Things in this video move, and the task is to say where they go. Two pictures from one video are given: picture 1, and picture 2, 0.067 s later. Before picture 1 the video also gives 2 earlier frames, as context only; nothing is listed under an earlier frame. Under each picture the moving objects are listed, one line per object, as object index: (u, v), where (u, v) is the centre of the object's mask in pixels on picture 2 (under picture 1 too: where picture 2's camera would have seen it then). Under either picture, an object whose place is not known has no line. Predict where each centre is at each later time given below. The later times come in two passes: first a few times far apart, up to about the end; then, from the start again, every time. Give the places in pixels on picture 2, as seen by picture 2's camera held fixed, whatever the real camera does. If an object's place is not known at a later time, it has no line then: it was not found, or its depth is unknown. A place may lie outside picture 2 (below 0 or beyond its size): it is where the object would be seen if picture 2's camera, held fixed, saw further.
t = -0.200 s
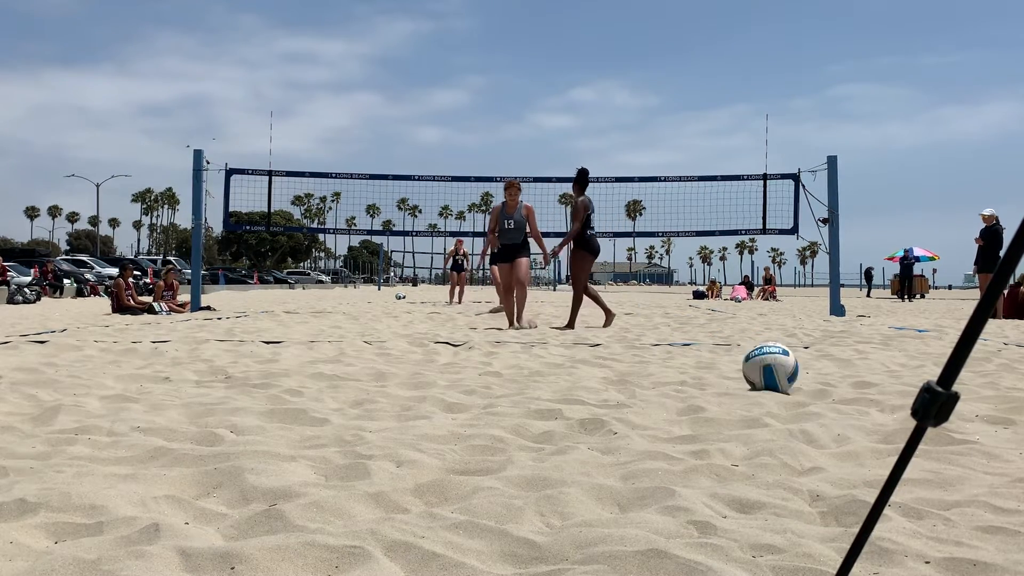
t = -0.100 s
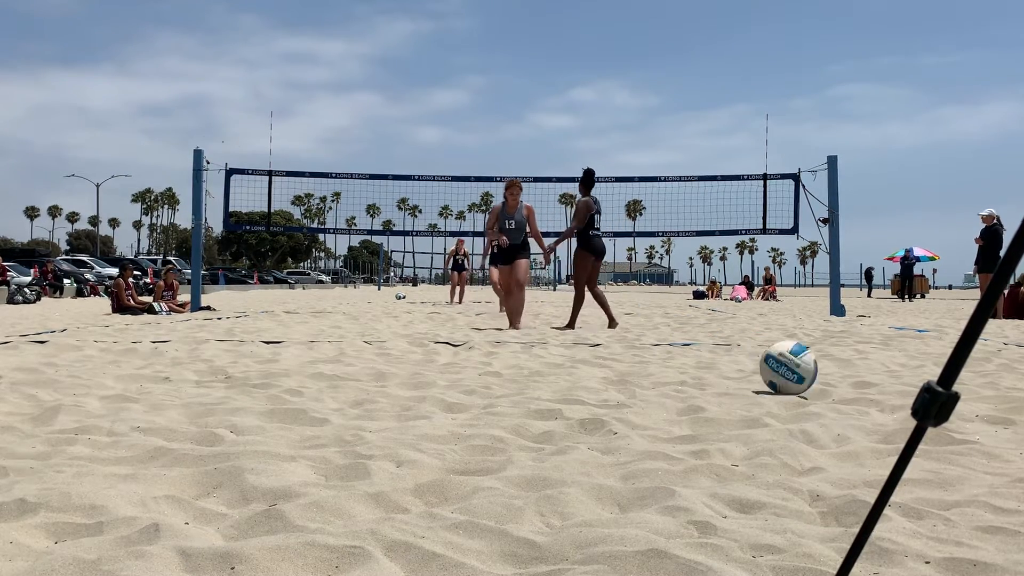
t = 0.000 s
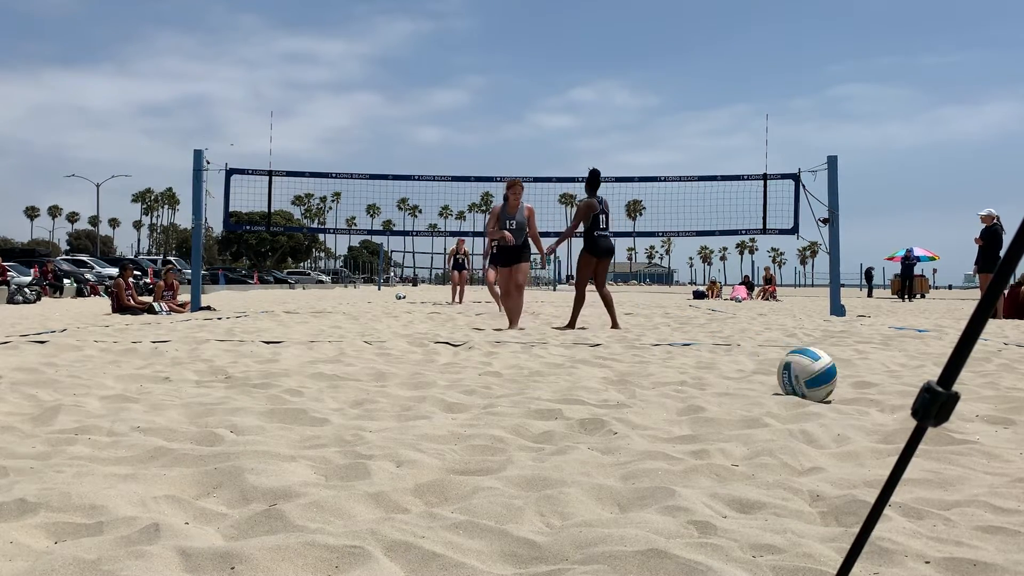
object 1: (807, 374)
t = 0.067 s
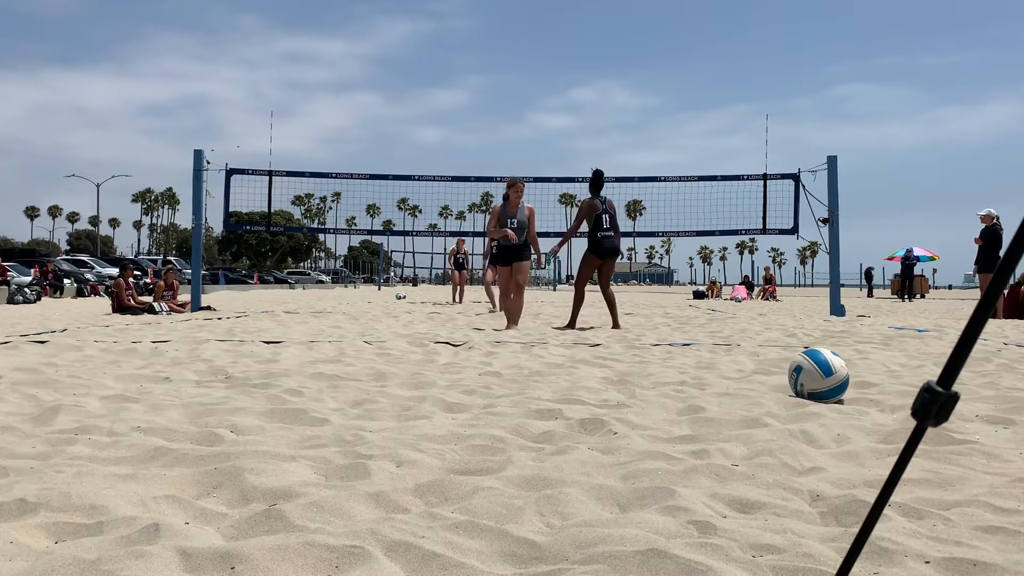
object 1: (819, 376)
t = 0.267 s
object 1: (846, 378)
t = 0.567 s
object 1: (884, 382)
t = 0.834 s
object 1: (895, 382)
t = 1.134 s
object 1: (886, 383)
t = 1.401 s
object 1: (890, 384)
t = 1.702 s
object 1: (890, 384)
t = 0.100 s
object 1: (824, 377)
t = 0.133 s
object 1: (828, 379)
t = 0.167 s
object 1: (833, 380)
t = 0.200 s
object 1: (837, 379)
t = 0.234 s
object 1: (842, 378)
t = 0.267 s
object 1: (846, 378)
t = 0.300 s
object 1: (851, 378)
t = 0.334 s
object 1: (855, 377)
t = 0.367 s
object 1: (859, 378)
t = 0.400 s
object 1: (863, 378)
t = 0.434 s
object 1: (867, 378)
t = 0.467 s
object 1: (871, 379)
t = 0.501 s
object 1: (875, 380)
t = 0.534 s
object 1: (880, 381)
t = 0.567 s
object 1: (884, 382)
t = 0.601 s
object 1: (888, 384)
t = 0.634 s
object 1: (892, 383)
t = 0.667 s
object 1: (894, 382)
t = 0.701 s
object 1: (896, 380)
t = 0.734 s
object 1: (897, 380)
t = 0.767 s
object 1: (897, 380)
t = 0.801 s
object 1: (896, 381)
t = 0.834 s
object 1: (895, 382)
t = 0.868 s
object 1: (893, 383)
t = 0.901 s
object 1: (891, 383)
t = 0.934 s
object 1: (889, 384)
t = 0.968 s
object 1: (888, 384)
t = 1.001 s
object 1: (887, 383)
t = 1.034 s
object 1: (886, 383)
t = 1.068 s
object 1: (886, 383)
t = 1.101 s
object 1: (886, 383)
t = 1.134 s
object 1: (886, 383)
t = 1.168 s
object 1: (887, 383)
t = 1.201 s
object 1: (888, 383)
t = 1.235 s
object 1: (889, 384)
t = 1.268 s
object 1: (890, 384)
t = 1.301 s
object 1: (891, 384)
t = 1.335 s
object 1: (891, 384)
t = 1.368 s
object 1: (890, 384)
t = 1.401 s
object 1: (890, 384)
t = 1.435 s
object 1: (890, 384)
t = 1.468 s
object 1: (890, 384)
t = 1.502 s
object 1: (890, 384)
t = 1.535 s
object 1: (890, 384)
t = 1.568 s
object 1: (890, 384)
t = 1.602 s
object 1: (890, 384)
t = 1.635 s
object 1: (890, 384)
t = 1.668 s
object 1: (890, 384)
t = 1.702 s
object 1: (890, 384)
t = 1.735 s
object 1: (890, 384)
